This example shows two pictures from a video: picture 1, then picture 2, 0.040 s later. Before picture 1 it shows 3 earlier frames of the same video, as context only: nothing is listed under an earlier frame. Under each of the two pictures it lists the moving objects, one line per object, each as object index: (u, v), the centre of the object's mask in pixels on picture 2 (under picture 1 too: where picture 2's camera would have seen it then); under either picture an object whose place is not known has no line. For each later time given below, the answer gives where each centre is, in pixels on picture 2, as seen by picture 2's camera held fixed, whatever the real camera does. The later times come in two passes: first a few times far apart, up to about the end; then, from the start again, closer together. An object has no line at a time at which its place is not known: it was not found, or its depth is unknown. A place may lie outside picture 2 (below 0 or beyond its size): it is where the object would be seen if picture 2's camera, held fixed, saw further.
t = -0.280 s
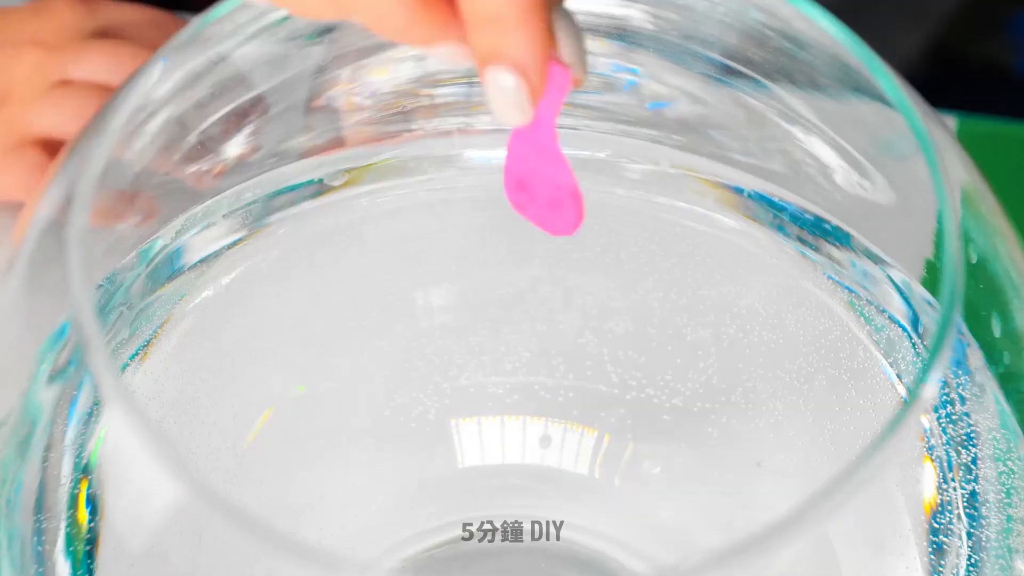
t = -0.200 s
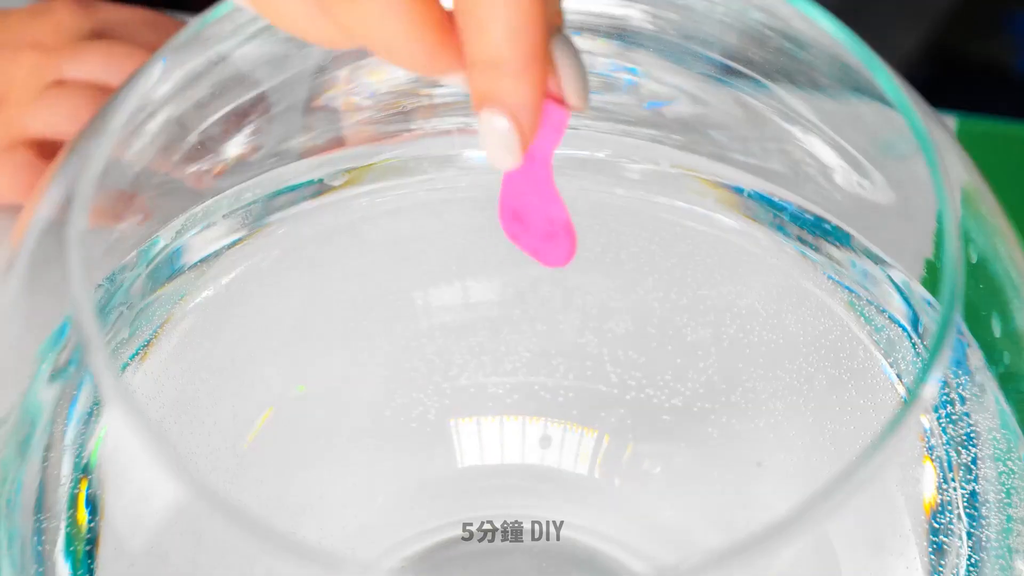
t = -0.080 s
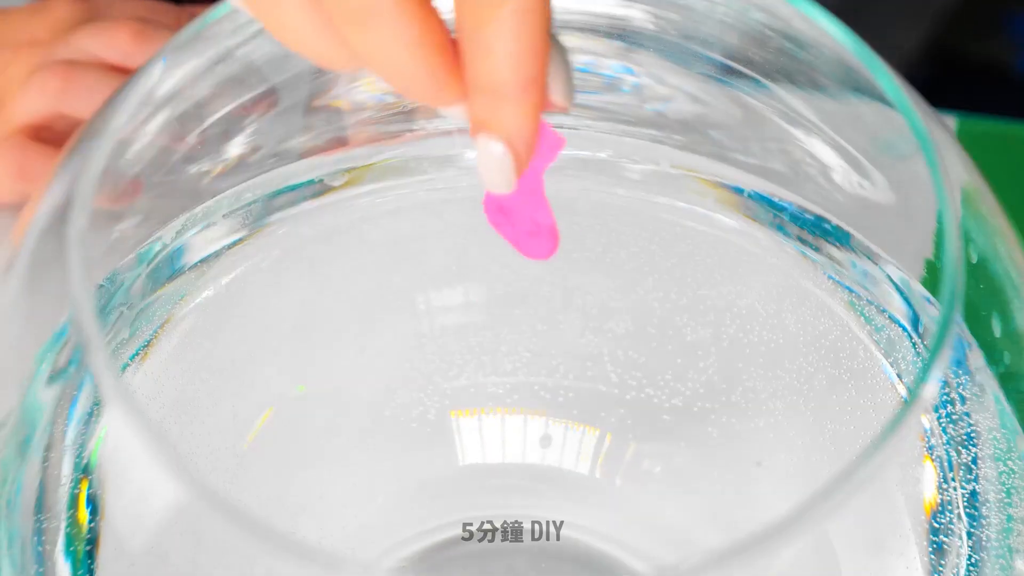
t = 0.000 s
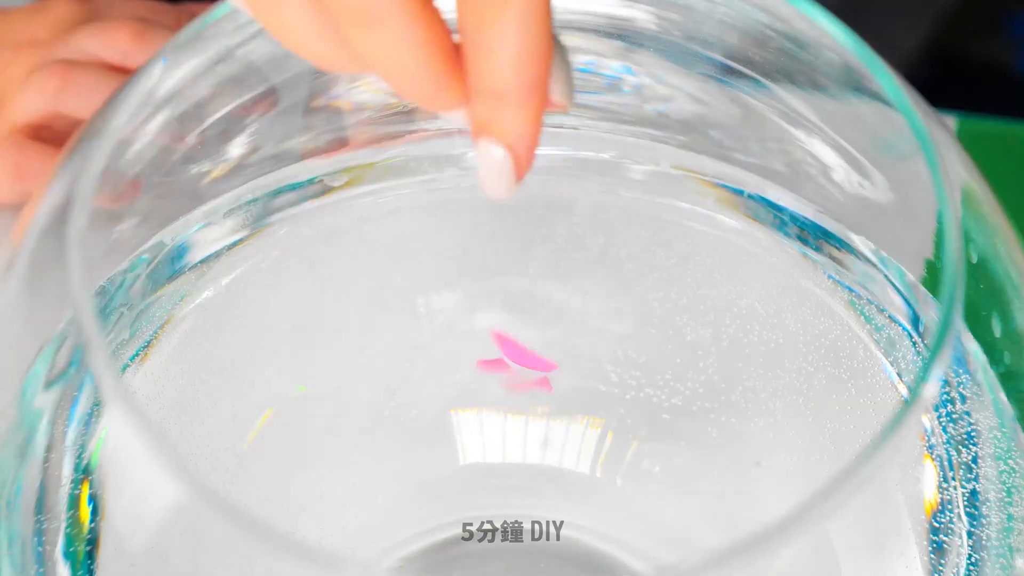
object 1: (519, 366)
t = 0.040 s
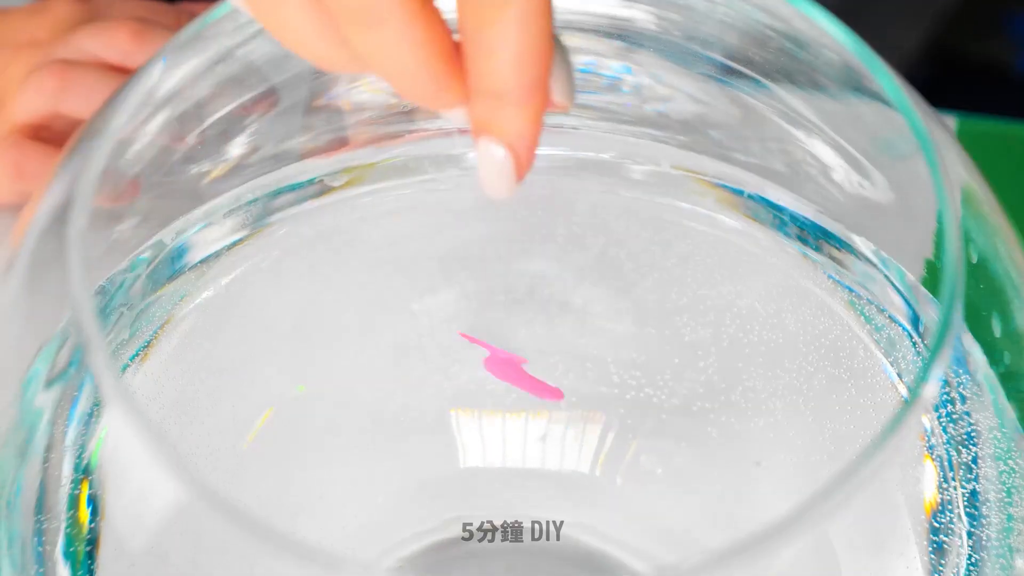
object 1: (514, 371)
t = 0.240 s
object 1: (501, 366)
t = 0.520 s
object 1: (492, 365)
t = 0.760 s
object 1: (490, 367)
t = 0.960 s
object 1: (493, 391)
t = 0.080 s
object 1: (507, 368)
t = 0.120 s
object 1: (505, 368)
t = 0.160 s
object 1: (503, 368)
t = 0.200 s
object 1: (503, 367)
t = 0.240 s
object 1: (501, 366)
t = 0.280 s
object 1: (498, 365)
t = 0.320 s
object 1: (496, 365)
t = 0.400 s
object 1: (496, 365)
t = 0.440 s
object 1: (495, 366)
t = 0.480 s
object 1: (492, 365)
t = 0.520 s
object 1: (492, 365)
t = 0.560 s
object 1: (493, 366)
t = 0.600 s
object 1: (491, 366)
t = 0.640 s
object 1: (490, 366)
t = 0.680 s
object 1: (492, 366)
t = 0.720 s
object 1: (491, 367)
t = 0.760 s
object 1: (490, 367)
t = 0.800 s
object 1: (489, 367)
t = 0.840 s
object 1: (489, 368)
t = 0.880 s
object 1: (491, 375)
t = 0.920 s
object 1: (493, 385)
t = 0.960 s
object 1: (493, 391)
